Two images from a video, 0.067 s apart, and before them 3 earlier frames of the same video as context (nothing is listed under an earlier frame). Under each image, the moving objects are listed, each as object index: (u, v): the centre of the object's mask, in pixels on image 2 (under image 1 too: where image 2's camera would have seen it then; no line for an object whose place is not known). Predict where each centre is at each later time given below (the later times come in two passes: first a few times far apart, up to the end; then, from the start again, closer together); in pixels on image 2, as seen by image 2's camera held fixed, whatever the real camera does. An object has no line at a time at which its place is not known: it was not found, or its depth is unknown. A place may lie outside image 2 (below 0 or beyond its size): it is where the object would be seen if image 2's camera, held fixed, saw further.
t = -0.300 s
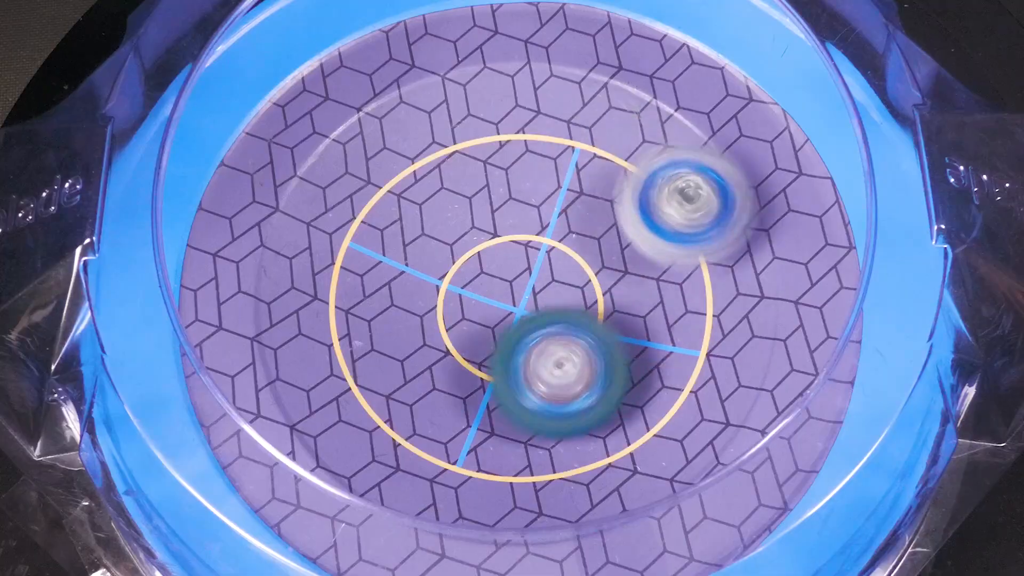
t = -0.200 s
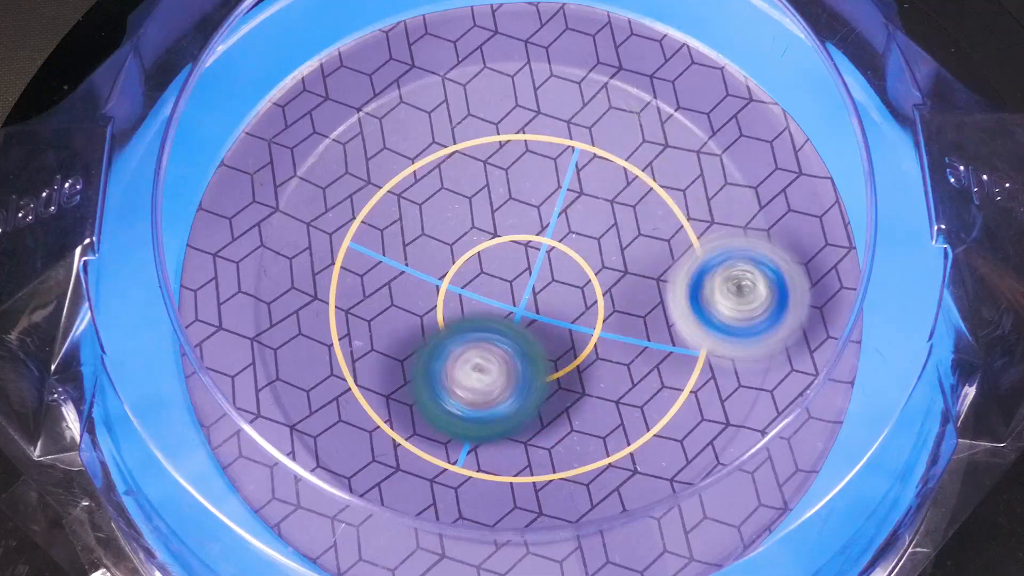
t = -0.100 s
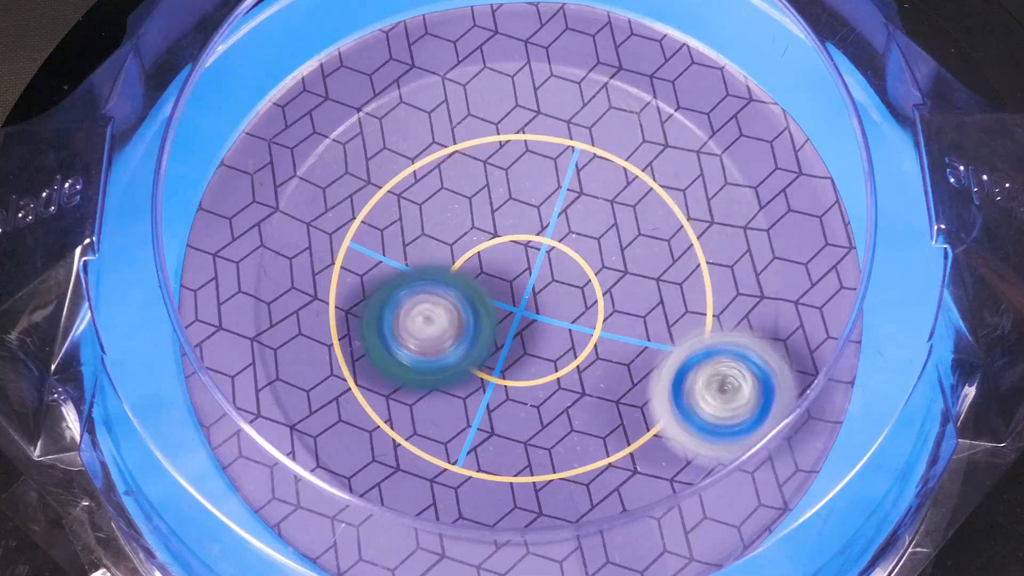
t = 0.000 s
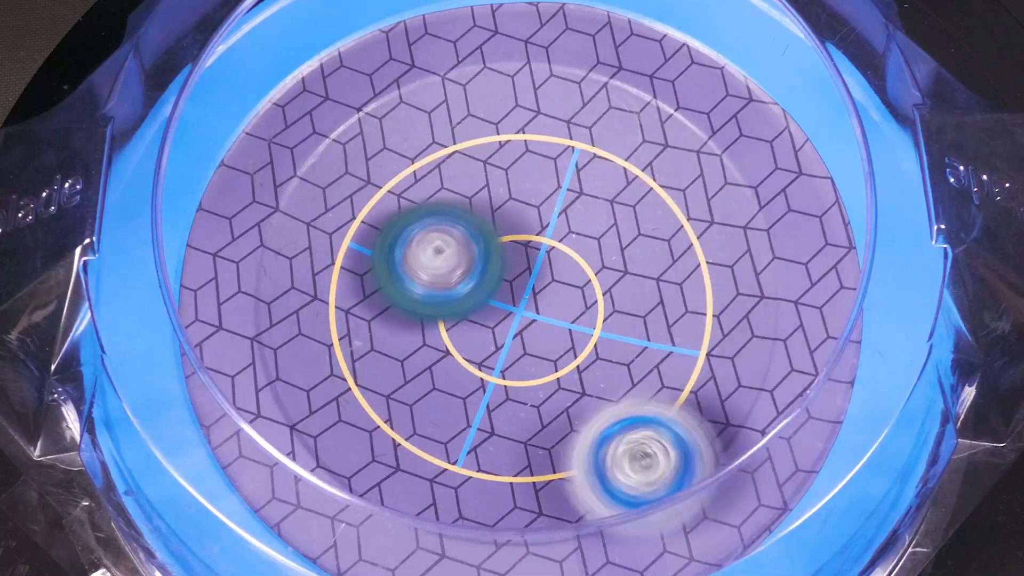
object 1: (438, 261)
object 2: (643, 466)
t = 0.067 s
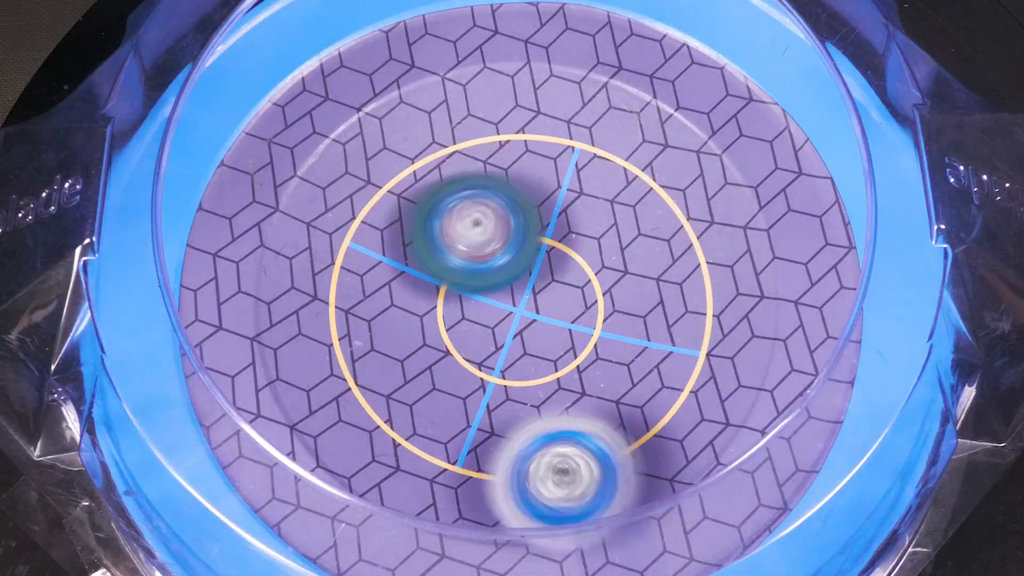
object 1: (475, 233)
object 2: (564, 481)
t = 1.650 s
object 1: (541, 275)
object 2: (538, 98)
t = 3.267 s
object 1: (546, 200)
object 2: (363, 393)
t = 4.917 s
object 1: (459, 404)
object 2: (640, 237)
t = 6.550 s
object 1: (628, 266)
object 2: (465, 270)
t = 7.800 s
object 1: (484, 387)
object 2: (599, 265)
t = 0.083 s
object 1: (487, 229)
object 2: (543, 481)
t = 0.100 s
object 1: (500, 227)
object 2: (522, 472)
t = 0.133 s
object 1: (524, 228)
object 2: (480, 462)
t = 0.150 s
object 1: (536, 231)
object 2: (462, 454)
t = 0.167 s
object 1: (547, 235)
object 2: (445, 442)
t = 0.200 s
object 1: (566, 247)
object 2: (412, 414)
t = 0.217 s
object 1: (575, 255)
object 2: (399, 399)
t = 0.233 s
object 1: (582, 264)
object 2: (388, 383)
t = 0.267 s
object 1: (590, 285)
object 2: (373, 345)
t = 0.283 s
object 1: (592, 295)
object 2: (369, 327)
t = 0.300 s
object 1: (592, 306)
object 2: (366, 307)
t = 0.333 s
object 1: (585, 327)
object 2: (368, 267)
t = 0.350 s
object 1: (579, 336)
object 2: (371, 248)
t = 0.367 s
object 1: (572, 344)
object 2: (377, 229)
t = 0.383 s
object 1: (563, 351)
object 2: (386, 211)
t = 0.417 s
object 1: (544, 360)
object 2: (408, 177)
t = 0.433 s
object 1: (534, 362)
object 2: (420, 163)
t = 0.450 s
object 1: (524, 363)
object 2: (435, 147)
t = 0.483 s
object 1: (504, 360)
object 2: (463, 124)
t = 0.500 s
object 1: (495, 356)
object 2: (481, 115)
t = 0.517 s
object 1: (487, 352)
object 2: (500, 107)
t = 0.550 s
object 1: (473, 339)
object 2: (535, 95)
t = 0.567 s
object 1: (468, 331)
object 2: (554, 93)
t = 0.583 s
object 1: (464, 323)
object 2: (573, 91)
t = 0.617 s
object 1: (460, 305)
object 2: (607, 91)
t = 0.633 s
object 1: (461, 297)
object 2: (624, 95)
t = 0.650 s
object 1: (463, 288)
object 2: (641, 98)
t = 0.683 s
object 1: (471, 272)
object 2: (673, 108)
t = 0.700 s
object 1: (478, 266)
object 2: (687, 117)
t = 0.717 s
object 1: (485, 260)
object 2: (700, 126)
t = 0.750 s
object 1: (502, 250)
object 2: (724, 148)
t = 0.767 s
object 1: (511, 247)
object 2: (733, 161)
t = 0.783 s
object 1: (520, 246)
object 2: (741, 173)
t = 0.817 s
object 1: (538, 247)
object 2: (755, 204)
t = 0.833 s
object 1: (547, 249)
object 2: (759, 221)
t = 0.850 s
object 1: (555, 253)
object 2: (760, 238)
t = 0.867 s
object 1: (562, 257)
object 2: (758, 257)
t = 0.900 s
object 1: (574, 268)
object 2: (750, 293)
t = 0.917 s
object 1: (578, 275)
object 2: (744, 307)
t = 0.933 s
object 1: (581, 282)
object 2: (736, 326)
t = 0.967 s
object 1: (584, 296)
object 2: (709, 358)
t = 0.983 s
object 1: (580, 301)
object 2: (693, 373)
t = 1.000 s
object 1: (576, 307)
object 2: (679, 384)
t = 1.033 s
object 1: (562, 315)
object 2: (657, 412)
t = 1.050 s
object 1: (555, 318)
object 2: (644, 421)
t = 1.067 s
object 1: (548, 322)
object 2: (624, 429)
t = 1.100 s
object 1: (535, 324)
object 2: (586, 441)
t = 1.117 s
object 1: (529, 324)
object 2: (567, 444)
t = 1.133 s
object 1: (525, 323)
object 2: (547, 445)
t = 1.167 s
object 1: (517, 319)
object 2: (506, 441)
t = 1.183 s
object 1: (514, 316)
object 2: (485, 435)
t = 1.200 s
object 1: (511, 313)
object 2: (465, 428)
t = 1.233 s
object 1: (507, 307)
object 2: (430, 409)
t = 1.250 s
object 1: (505, 305)
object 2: (411, 399)
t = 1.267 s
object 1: (504, 302)
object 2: (398, 386)
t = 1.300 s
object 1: (503, 296)
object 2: (375, 356)
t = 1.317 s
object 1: (504, 292)
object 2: (366, 341)
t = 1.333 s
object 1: (505, 289)
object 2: (360, 325)
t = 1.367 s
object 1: (507, 283)
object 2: (351, 290)
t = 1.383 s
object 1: (509, 281)
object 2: (349, 271)
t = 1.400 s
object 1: (510, 279)
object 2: (351, 254)
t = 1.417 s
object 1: (513, 277)
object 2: (354, 235)
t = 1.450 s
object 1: (518, 274)
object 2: (366, 203)
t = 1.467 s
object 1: (520, 272)
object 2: (373, 187)
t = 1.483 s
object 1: (523, 271)
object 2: (384, 172)
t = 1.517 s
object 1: (528, 270)
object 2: (409, 145)
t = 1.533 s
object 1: (530, 270)
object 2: (423, 135)
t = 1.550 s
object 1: (532, 270)
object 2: (437, 125)
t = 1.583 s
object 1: (536, 271)
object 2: (470, 109)
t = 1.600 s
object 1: (538, 272)
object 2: (486, 104)
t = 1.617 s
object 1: (539, 273)
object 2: (503, 100)
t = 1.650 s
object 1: (541, 275)
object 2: (538, 98)
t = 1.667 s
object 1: (542, 276)
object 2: (556, 99)
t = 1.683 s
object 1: (543, 277)
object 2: (572, 103)
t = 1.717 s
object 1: (544, 280)
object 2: (605, 115)
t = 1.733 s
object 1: (544, 280)
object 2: (622, 124)
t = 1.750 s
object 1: (544, 281)
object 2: (636, 133)
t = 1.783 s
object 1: (543, 283)
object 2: (660, 156)
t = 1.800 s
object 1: (543, 284)
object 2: (672, 169)
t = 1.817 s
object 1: (542, 285)
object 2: (682, 185)
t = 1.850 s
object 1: (541, 286)
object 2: (692, 216)
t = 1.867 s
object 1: (541, 286)
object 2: (697, 236)
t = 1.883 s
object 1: (540, 287)
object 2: (700, 253)
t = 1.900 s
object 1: (539, 287)
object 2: (700, 272)
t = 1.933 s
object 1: (537, 288)
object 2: (691, 308)
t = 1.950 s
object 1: (536, 288)
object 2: (683, 327)
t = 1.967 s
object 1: (535, 288)
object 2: (675, 342)
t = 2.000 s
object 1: (533, 287)
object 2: (651, 373)
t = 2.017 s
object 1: (531, 286)
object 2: (637, 385)
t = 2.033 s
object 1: (530, 285)
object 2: (621, 396)
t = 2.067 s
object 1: (528, 284)
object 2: (585, 411)
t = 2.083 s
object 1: (527, 283)
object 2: (566, 418)
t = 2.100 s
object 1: (527, 282)
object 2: (547, 422)
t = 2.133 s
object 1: (526, 280)
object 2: (507, 423)
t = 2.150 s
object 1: (526, 280)
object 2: (487, 419)
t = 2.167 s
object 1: (524, 279)
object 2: (468, 415)
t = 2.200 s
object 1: (522, 277)
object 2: (432, 397)
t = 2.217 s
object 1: (522, 276)
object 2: (415, 387)
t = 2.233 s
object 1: (522, 275)
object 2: (402, 375)
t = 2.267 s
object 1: (522, 273)
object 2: (378, 348)
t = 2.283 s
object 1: (522, 272)
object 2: (371, 333)
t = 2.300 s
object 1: (522, 272)
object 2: (364, 319)
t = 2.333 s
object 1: (523, 271)
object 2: (356, 287)
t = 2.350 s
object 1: (524, 270)
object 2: (355, 269)
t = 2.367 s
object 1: (525, 270)
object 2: (357, 253)
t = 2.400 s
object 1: (526, 269)
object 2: (365, 222)
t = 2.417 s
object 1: (527, 269)
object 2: (372, 208)
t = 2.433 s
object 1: (527, 269)
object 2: (382, 193)
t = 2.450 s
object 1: (528, 269)
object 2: (391, 181)
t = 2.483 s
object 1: (528, 269)
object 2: (416, 158)
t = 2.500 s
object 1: (528, 269)
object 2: (430, 148)
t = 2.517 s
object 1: (528, 270)
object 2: (444, 141)
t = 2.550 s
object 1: (528, 270)
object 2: (477, 129)
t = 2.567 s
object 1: (528, 271)
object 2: (494, 126)
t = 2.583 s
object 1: (529, 271)
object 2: (511, 126)
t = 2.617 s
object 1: (529, 272)
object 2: (545, 129)
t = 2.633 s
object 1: (529, 272)
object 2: (560, 134)
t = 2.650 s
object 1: (528, 272)
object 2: (576, 141)
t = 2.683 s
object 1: (528, 272)
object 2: (605, 160)
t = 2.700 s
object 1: (527, 272)
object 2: (619, 172)
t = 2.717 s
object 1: (524, 276)
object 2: (636, 176)
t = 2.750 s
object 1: (516, 285)
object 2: (664, 191)
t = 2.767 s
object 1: (513, 287)
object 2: (675, 201)
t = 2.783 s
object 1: (511, 288)
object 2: (686, 211)
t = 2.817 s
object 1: (505, 286)
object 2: (698, 234)
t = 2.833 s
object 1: (504, 286)
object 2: (704, 250)
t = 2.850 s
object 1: (502, 284)
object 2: (706, 266)
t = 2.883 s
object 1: (499, 281)
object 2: (707, 294)
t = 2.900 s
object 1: (498, 279)
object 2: (704, 311)
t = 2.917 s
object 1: (497, 278)
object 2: (699, 326)
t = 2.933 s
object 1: (497, 276)
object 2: (694, 341)
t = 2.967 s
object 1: (496, 272)
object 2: (673, 369)
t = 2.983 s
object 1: (496, 270)
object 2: (661, 380)
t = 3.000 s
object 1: (496, 269)
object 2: (646, 393)
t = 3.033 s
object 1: (497, 266)
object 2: (616, 408)
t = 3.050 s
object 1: (498, 265)
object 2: (598, 414)
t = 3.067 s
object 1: (499, 263)
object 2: (579, 417)
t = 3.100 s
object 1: (501, 262)
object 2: (544, 419)
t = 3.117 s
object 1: (502, 261)
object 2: (526, 417)
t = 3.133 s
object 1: (504, 260)
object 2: (507, 413)
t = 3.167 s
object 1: (507, 260)
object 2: (474, 399)
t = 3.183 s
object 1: (508, 260)
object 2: (459, 389)
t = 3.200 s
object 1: (510, 260)
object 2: (445, 377)
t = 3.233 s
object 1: (514, 260)
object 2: (423, 355)
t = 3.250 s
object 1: (528, 232)
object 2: (392, 372)
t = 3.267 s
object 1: (546, 200)
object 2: (363, 393)
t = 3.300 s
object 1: (578, 145)
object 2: (308, 427)
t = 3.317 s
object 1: (592, 120)
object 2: (285, 440)
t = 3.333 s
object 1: (602, 100)
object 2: (259, 456)
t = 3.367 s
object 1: (624, 69)
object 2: (223, 476)
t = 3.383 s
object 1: (633, 60)
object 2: (214, 474)
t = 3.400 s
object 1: (642, 54)
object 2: (204, 474)
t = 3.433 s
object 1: (654, 47)
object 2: (189, 480)
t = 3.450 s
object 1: (658, 44)
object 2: (182, 480)
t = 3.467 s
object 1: (661, 42)
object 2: (184, 477)
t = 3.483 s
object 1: (663, 39)
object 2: (187, 473)
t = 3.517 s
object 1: (668, 35)
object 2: (188, 469)
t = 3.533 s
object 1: (670, 34)
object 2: (189, 468)
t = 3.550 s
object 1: (672, 34)
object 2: (188, 468)
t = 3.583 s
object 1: (676, 35)
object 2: (184, 471)
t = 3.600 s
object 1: (680, 36)
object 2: (181, 474)
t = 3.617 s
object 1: (683, 38)
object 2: (182, 474)
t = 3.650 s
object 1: (691, 41)
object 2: (189, 475)
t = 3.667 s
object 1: (696, 43)
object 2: (192, 476)
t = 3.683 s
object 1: (699, 46)
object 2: (194, 478)
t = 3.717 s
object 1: (703, 48)
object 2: (201, 484)
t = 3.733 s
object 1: (703, 49)
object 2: (205, 485)
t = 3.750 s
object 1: (704, 50)
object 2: (208, 488)
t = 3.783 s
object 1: (703, 52)
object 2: (217, 492)
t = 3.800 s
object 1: (702, 53)
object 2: (221, 493)
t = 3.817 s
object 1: (701, 54)
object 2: (226, 494)
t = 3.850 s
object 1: (699, 56)
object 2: (239, 496)
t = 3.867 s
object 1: (698, 57)
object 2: (243, 497)
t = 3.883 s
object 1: (696, 58)
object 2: (247, 495)
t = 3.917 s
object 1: (693, 62)
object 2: (258, 489)
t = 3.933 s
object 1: (691, 63)
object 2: (264, 481)
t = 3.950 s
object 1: (689, 65)
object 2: (270, 474)
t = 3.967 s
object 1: (687, 66)
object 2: (276, 471)
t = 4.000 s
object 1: (683, 70)
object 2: (291, 466)
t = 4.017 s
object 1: (681, 72)
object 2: (299, 464)
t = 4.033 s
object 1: (679, 73)
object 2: (310, 463)
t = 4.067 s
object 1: (674, 77)
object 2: (328, 458)
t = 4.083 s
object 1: (672, 79)
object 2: (339, 455)
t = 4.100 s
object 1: (670, 82)
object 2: (346, 452)
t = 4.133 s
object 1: (667, 91)
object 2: (366, 435)
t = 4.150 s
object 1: (667, 98)
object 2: (374, 426)
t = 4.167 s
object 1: (667, 106)
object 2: (381, 417)
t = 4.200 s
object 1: (669, 126)
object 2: (396, 394)
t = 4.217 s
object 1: (671, 137)
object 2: (404, 382)
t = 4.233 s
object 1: (672, 149)
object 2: (410, 369)
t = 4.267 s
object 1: (674, 171)
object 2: (421, 344)
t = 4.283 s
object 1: (674, 183)
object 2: (428, 331)
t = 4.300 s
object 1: (673, 195)
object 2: (437, 315)
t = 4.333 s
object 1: (670, 219)
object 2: (453, 292)
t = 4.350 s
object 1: (667, 232)
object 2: (462, 280)
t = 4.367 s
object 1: (664, 244)
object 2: (472, 270)
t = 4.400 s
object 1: (656, 268)
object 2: (495, 253)
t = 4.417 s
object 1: (649, 279)
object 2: (506, 246)
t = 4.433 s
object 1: (643, 290)
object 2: (517, 240)
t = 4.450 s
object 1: (653, 301)
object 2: (516, 234)
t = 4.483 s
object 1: (672, 324)
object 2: (507, 220)
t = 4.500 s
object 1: (676, 334)
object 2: (504, 216)
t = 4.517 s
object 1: (677, 344)
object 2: (503, 211)
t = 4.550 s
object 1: (671, 362)
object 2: (502, 206)
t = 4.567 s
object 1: (664, 371)
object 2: (503, 203)
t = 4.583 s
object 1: (657, 380)
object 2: (506, 202)
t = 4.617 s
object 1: (642, 395)
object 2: (514, 200)
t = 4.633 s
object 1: (632, 401)
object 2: (520, 199)
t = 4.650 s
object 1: (623, 408)
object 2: (526, 199)
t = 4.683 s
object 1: (604, 418)
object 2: (539, 199)
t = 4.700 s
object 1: (593, 422)
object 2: (546, 199)
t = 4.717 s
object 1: (583, 425)
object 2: (555, 199)
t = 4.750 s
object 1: (561, 430)
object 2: (570, 201)
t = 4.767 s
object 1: (550, 431)
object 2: (578, 203)
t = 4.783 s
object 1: (539, 432)
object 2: (586, 205)
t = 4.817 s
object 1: (517, 430)
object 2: (601, 209)
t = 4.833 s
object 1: (506, 428)
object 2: (610, 211)
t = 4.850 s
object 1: (495, 424)
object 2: (617, 216)
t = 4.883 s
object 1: (477, 416)
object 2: (631, 223)
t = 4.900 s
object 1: (468, 411)
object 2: (635, 230)
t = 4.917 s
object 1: (459, 404)
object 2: (640, 237)
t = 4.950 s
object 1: (445, 392)
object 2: (646, 253)
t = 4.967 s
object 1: (437, 384)
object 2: (647, 263)
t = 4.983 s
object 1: (432, 376)
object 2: (646, 271)
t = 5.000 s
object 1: (427, 368)
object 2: (643, 280)
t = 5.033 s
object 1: (420, 350)
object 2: (631, 298)
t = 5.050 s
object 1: (417, 341)
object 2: (623, 306)
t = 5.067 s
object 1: (416, 333)
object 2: (614, 313)
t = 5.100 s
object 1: (418, 314)
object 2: (592, 325)
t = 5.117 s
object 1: (420, 306)
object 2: (580, 328)
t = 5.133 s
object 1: (424, 298)
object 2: (569, 330)
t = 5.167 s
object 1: (419, 280)
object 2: (560, 334)
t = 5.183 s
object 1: (404, 265)
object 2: (569, 337)
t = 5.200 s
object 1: (391, 254)
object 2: (577, 339)
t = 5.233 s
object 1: (376, 233)
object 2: (586, 340)
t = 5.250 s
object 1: (373, 225)
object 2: (586, 341)
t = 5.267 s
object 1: (373, 216)
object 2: (586, 341)
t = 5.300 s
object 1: (379, 201)
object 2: (579, 342)
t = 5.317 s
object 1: (383, 194)
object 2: (573, 342)
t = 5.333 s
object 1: (388, 187)
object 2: (566, 342)
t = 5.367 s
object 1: (398, 175)
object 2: (551, 337)
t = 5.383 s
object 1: (404, 169)
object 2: (543, 332)
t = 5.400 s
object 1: (410, 164)
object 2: (538, 325)
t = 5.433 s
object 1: (423, 156)
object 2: (530, 312)
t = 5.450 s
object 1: (429, 153)
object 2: (525, 304)
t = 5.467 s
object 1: (436, 149)
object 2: (523, 297)
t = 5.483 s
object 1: (443, 147)
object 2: (521, 289)
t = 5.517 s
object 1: (457, 142)
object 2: (521, 273)
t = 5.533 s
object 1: (465, 141)
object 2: (523, 265)
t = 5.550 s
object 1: (470, 137)
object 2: (526, 260)
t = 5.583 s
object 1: (465, 109)
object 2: (551, 274)
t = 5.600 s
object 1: (465, 97)
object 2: (563, 281)
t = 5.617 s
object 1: (465, 87)
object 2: (573, 286)
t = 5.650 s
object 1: (471, 76)
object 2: (587, 297)
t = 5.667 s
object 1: (475, 73)
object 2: (591, 303)
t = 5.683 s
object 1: (481, 70)
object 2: (594, 309)
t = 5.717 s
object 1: (494, 66)
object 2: (596, 322)
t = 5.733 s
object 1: (500, 65)
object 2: (595, 328)
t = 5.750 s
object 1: (506, 65)
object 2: (592, 334)
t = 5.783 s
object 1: (519, 65)
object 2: (581, 344)
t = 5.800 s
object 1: (525, 66)
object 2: (574, 348)
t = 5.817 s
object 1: (532, 67)
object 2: (565, 350)
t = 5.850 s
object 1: (544, 72)
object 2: (547, 350)
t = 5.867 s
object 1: (550, 75)
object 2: (539, 349)
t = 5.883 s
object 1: (555, 77)
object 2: (531, 345)
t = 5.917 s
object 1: (564, 86)
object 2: (517, 334)
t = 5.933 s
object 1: (569, 90)
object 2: (512, 327)
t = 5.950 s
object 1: (573, 96)
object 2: (507, 321)
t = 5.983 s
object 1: (580, 108)
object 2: (500, 305)
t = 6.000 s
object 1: (582, 115)
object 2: (498, 298)
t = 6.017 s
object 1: (584, 121)
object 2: (497, 289)
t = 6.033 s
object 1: (586, 129)
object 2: (496, 281)
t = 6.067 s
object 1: (590, 144)
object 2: (498, 266)
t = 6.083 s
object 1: (591, 152)
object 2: (502, 258)
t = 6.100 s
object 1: (596, 149)
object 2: (498, 263)
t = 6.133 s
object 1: (611, 134)
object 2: (490, 281)
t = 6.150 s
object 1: (616, 131)
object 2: (487, 289)
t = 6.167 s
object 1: (621, 131)
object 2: (484, 295)
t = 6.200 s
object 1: (628, 138)
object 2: (478, 302)
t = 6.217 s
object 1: (630, 143)
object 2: (475, 304)
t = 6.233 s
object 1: (634, 148)
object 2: (474, 304)
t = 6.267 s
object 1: (638, 160)
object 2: (469, 302)
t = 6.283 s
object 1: (638, 167)
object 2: (466, 299)
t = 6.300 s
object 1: (639, 173)
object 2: (464, 295)
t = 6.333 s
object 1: (637, 187)
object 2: (461, 284)
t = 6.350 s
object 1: (636, 194)
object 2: (462, 280)
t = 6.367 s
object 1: (634, 202)
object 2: (463, 274)
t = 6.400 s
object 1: (628, 217)
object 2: (473, 264)
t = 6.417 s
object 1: (625, 224)
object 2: (478, 261)
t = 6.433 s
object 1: (623, 231)
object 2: (483, 259)
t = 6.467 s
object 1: (633, 237)
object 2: (476, 263)
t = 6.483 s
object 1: (634, 242)
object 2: (474, 264)
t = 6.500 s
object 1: (633, 248)
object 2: (472, 266)
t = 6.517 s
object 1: (632, 254)
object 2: (471, 267)
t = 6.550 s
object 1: (628, 266)
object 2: (465, 270)
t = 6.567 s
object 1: (623, 272)
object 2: (464, 270)
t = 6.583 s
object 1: (620, 278)
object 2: (463, 271)
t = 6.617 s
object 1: (610, 290)
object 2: (461, 272)
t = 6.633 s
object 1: (604, 295)
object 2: (461, 272)
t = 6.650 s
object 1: (599, 301)
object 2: (462, 273)
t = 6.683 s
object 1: (615, 309)
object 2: (441, 272)
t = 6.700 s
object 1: (623, 313)
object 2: (429, 271)
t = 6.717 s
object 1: (627, 317)
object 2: (421, 269)
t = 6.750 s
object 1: (627, 326)
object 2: (408, 266)
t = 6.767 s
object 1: (625, 330)
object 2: (405, 263)
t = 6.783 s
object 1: (621, 335)
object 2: (403, 262)
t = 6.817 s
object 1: (611, 344)
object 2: (401, 254)
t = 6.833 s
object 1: (605, 348)
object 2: (402, 253)
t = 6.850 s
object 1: (600, 352)
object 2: (403, 250)
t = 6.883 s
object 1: (588, 358)
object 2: (413, 246)
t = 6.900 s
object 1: (580, 360)
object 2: (416, 246)
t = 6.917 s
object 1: (573, 362)
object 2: (423, 246)
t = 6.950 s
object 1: (559, 364)
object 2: (437, 249)
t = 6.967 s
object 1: (552, 364)
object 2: (443, 251)
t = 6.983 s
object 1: (545, 364)
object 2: (453, 253)
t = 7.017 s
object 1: (551, 379)
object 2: (453, 246)
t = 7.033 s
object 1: (571, 399)
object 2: (443, 229)
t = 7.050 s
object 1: (588, 416)
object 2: (427, 211)
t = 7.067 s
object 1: (603, 431)
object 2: (418, 195)
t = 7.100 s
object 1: (623, 450)
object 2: (402, 170)
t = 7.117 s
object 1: (628, 455)
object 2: (398, 160)
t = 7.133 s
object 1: (634, 465)
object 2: (394, 151)
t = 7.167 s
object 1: (634, 475)
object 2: (395, 142)
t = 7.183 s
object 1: (630, 478)
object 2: (398, 138)
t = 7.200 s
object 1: (627, 485)
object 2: (403, 137)
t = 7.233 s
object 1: (619, 491)
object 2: (415, 133)
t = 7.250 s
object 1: (616, 495)
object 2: (418, 132)
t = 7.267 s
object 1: (611, 497)
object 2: (428, 130)
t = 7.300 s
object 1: (603, 504)
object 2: (439, 130)
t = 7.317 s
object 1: (597, 504)
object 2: (448, 133)
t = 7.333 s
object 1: (591, 505)
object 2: (454, 133)
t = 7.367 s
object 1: (581, 506)
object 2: (468, 141)
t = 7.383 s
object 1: (575, 506)
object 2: (476, 141)
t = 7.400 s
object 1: (570, 504)
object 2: (485, 147)
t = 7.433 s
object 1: (558, 502)
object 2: (498, 153)
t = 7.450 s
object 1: (554, 500)
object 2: (503, 159)
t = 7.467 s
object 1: (549, 498)
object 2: (509, 161)
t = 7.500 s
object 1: (537, 482)
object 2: (521, 172)
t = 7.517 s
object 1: (532, 480)
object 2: (530, 176)
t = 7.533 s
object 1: (528, 478)
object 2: (533, 183)
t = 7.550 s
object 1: (524, 475)
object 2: (539, 187)
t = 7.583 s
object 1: (515, 469)
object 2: (548, 197)
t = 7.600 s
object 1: (510, 464)
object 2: (558, 203)
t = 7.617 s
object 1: (506, 459)
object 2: (558, 210)
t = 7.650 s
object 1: (501, 447)
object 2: (570, 223)
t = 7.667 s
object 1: (498, 440)
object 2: (571, 227)
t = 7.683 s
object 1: (496, 434)
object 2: (578, 232)
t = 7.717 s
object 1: (492, 420)
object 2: (585, 241)
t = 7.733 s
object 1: (490, 414)
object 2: (588, 248)
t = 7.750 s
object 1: (488, 408)
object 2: (588, 252)
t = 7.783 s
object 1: (486, 394)
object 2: (595, 262)
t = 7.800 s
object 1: (484, 387)
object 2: (599, 265)
